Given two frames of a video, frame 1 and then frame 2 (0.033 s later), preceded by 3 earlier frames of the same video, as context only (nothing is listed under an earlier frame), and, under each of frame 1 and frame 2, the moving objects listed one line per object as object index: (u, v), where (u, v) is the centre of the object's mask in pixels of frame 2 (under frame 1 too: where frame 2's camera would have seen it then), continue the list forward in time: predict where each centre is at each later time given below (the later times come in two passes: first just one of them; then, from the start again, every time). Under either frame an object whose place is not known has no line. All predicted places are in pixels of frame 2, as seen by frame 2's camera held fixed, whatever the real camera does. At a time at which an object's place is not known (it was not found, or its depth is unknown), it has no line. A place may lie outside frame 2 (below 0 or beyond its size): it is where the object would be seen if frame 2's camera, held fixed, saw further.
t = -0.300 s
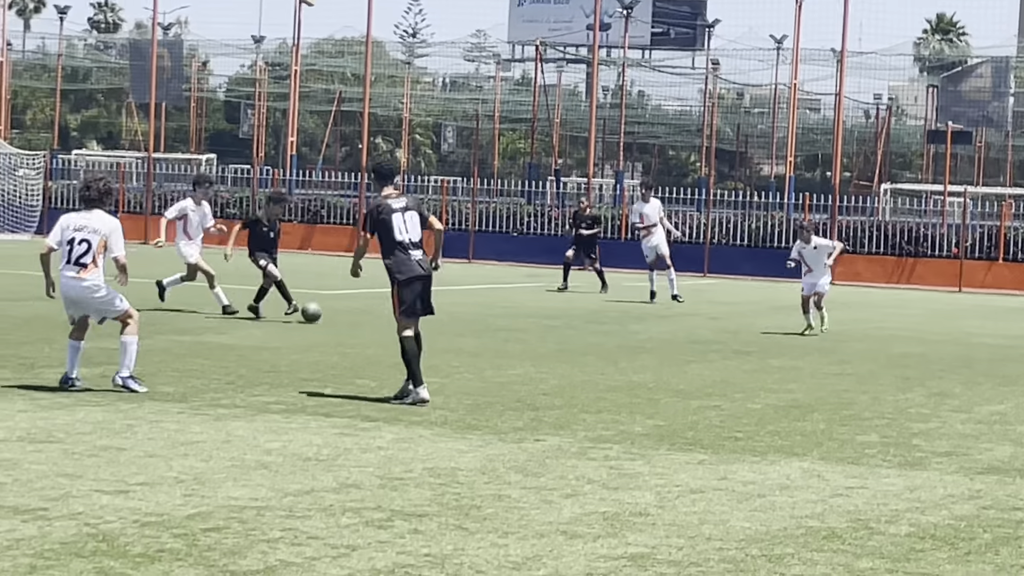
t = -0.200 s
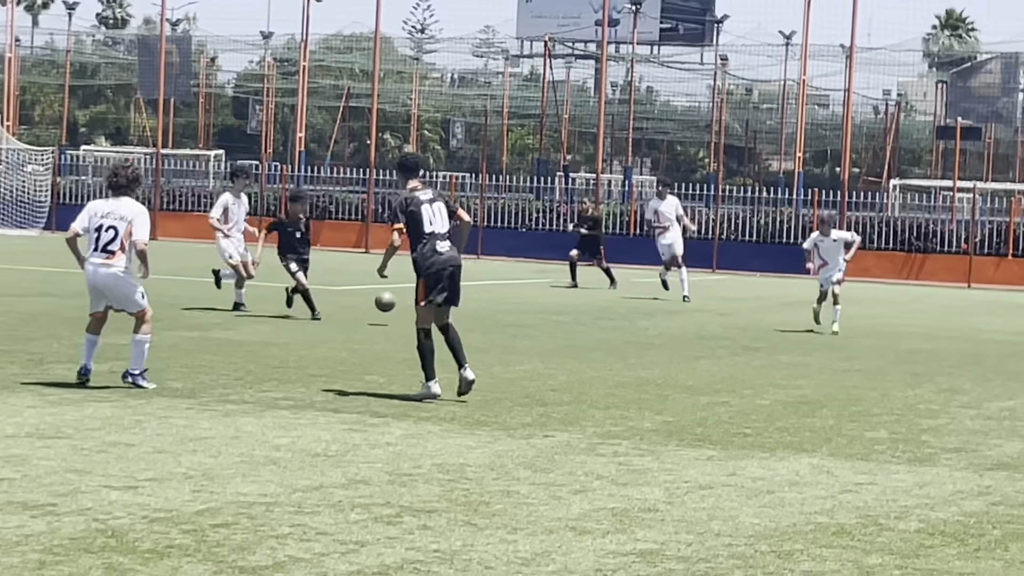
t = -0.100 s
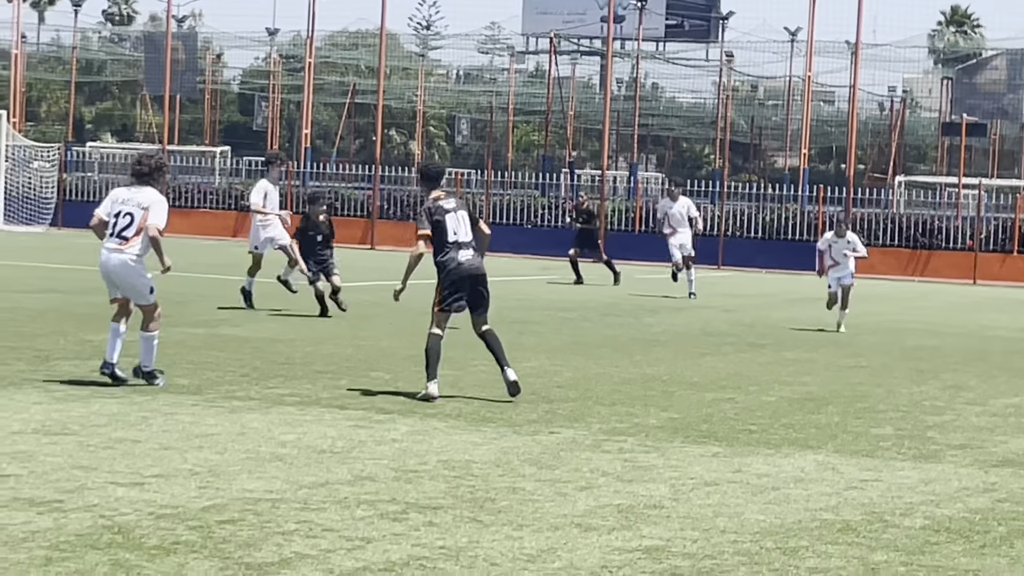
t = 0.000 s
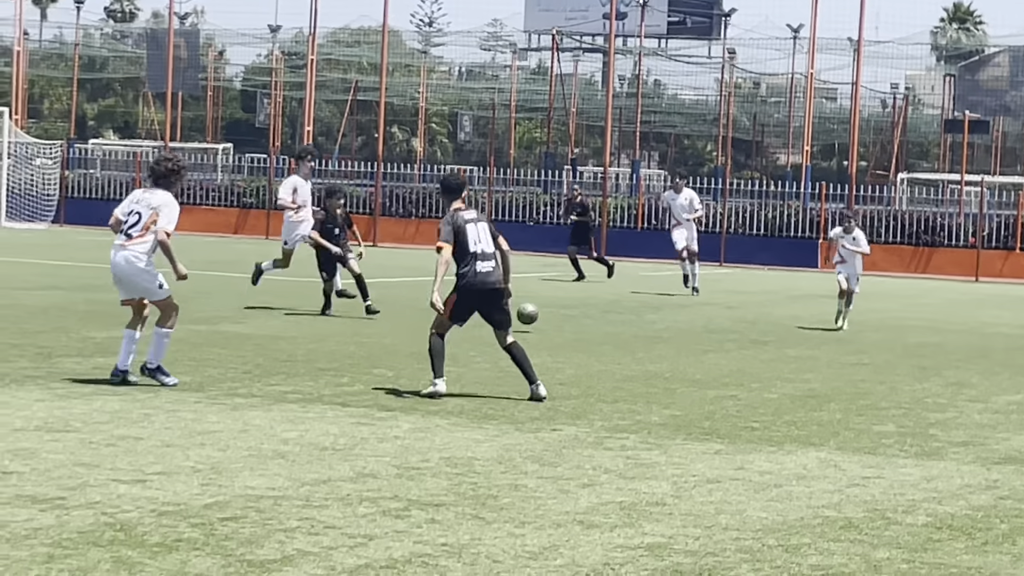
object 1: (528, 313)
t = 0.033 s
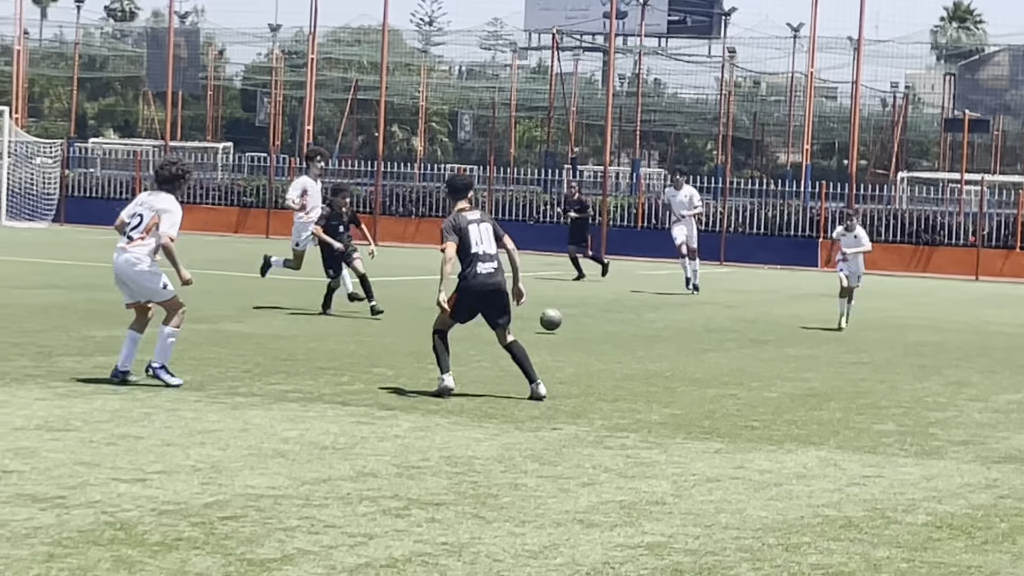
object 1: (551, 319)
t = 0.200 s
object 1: (644, 308)
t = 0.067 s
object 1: (572, 324)
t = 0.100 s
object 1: (590, 319)
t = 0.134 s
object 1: (609, 313)
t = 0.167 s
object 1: (626, 311)
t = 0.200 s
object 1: (644, 308)
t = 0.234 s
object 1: (662, 307)
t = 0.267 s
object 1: (680, 308)
